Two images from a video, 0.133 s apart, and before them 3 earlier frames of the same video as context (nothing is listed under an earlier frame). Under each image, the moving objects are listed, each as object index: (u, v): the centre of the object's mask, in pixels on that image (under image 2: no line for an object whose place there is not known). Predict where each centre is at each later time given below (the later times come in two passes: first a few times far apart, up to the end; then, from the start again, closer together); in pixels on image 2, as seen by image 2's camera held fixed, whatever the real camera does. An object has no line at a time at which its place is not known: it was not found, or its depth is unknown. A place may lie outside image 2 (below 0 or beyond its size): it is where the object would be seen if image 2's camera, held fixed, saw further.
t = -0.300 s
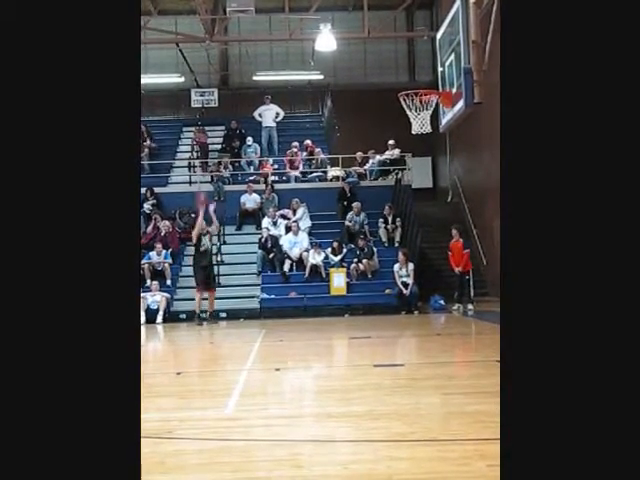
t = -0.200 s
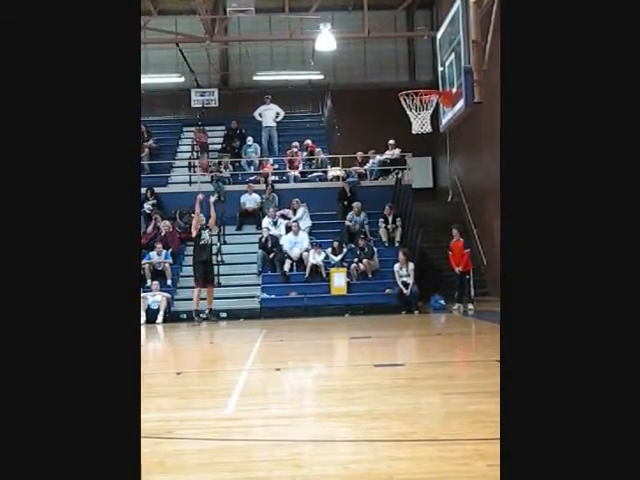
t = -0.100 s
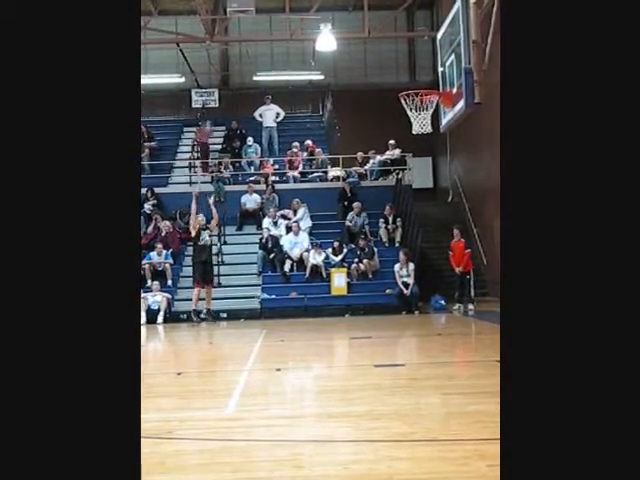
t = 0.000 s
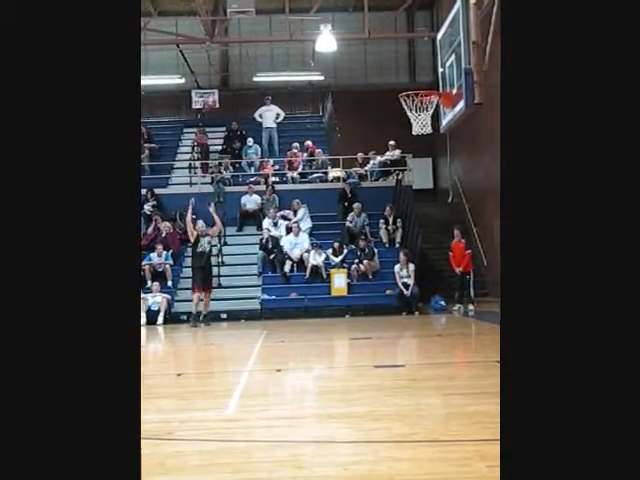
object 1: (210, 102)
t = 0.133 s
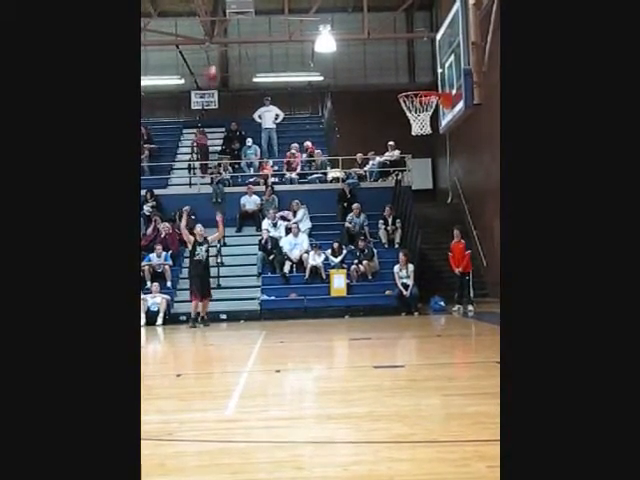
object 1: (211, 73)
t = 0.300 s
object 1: (216, 48)
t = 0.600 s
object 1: (225, 41)
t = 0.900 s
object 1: (237, 92)
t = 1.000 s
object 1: (242, 122)
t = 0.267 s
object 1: (215, 53)
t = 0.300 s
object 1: (216, 48)
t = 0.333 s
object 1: (217, 44)
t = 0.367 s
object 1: (218, 43)
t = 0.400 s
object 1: (218, 41)
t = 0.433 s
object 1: (220, 39)
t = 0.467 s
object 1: (220, 39)
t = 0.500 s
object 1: (221, 39)
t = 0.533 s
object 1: (222, 39)
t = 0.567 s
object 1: (224, 40)
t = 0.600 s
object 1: (225, 41)
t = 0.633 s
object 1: (226, 44)
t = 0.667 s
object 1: (229, 48)
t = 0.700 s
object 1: (229, 53)
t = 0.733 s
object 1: (231, 58)
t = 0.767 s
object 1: (232, 63)
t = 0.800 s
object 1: (233, 69)
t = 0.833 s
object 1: (234, 76)
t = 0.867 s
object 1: (235, 84)
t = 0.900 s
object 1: (237, 92)
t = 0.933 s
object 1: (238, 101)
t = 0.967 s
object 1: (240, 111)
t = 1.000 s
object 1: (242, 122)
